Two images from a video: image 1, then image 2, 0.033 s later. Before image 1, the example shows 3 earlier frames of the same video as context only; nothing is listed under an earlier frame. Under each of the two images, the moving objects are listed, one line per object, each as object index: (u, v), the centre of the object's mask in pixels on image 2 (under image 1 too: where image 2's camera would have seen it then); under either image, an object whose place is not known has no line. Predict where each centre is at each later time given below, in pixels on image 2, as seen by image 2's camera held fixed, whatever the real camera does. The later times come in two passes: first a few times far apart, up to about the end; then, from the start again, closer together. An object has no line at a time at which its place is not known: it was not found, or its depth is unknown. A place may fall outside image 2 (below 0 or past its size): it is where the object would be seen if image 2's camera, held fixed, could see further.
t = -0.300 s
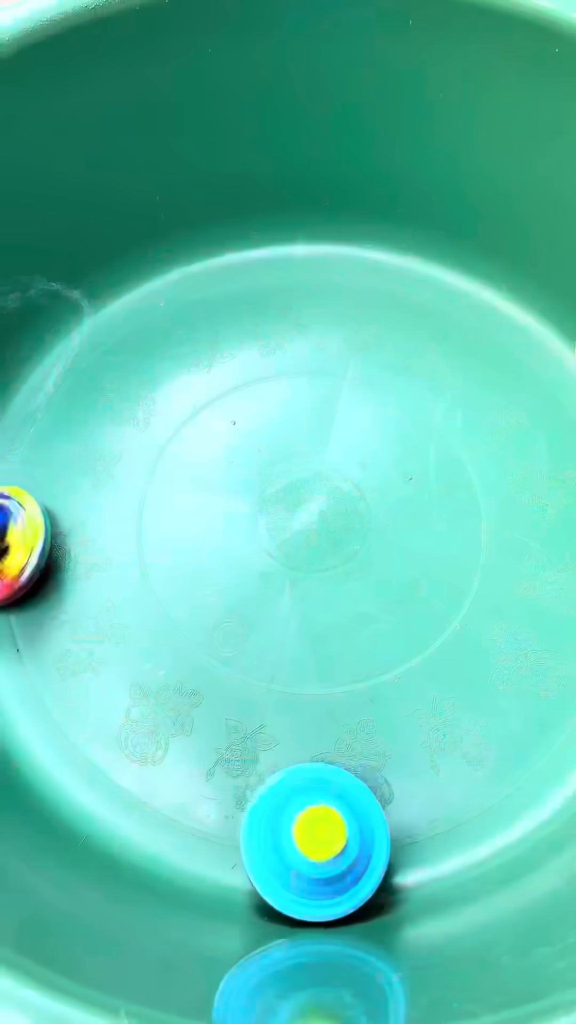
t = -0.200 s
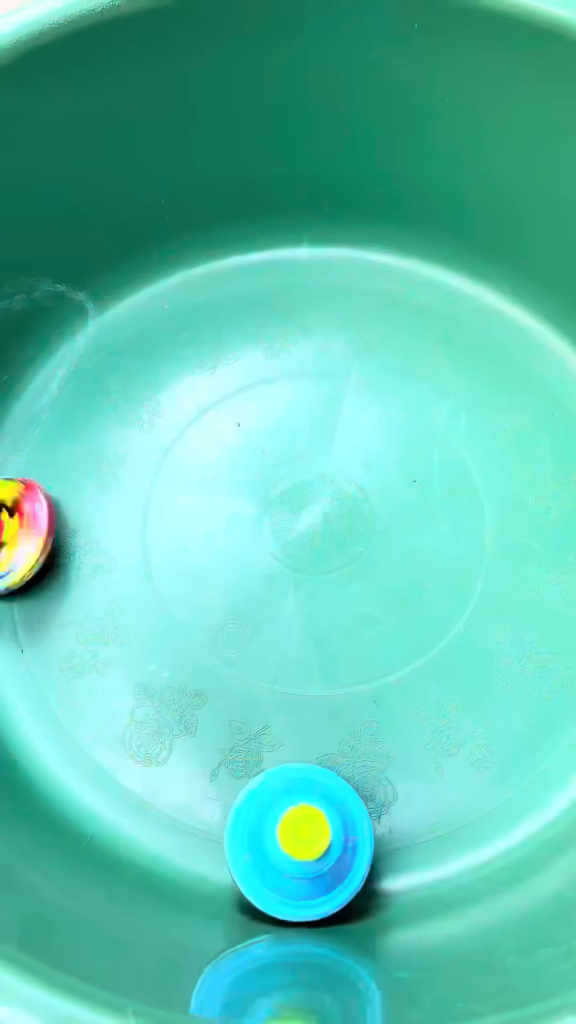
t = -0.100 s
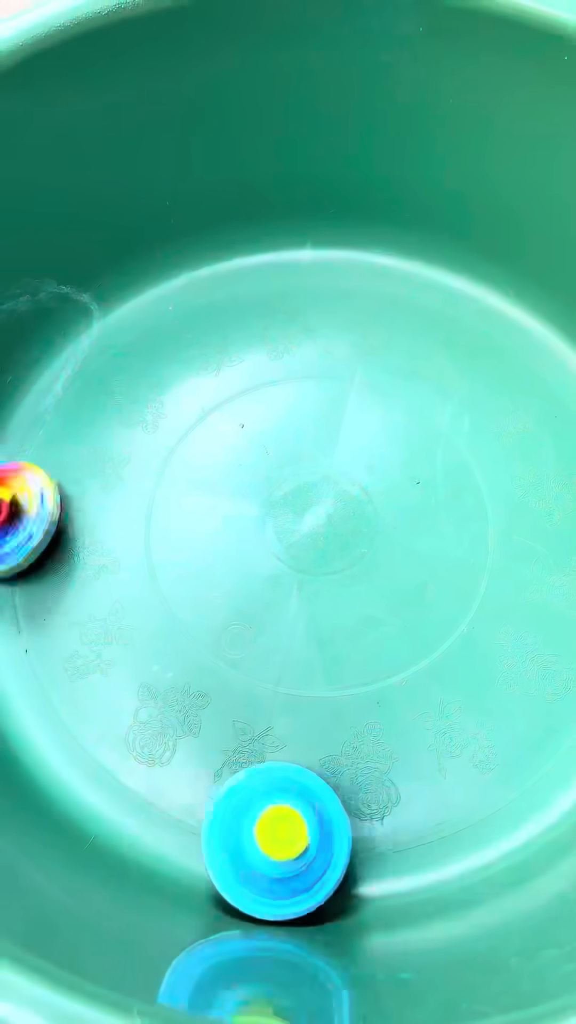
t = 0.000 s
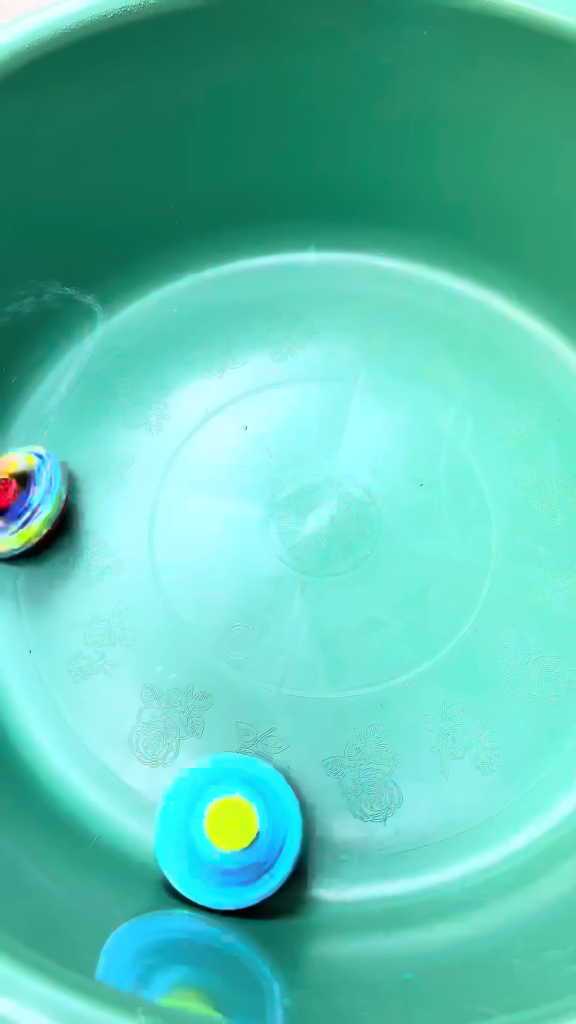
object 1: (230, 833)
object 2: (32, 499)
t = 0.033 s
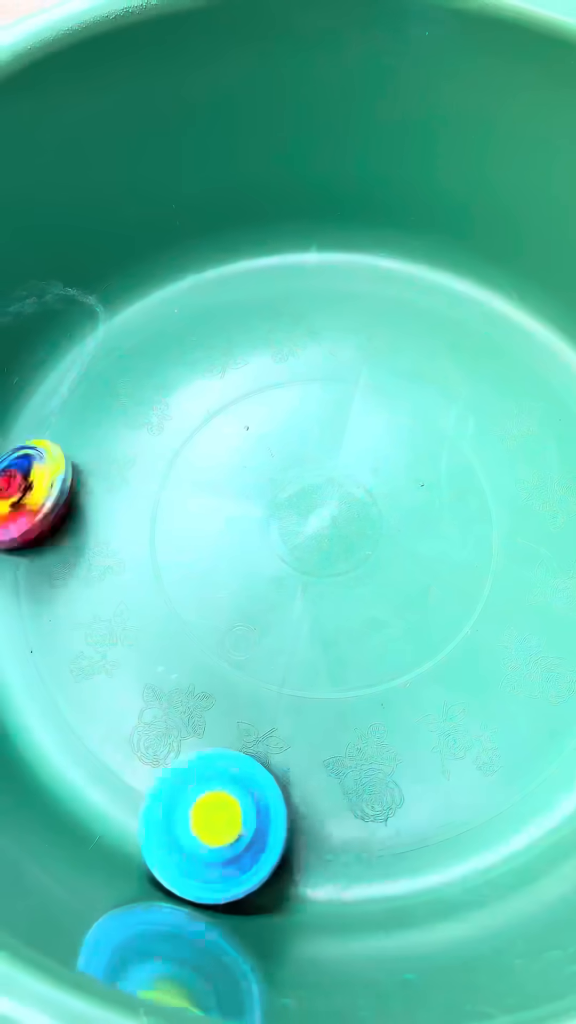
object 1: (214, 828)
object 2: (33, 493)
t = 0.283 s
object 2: (59, 425)
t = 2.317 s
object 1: (234, 270)
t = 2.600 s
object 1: (275, 263)
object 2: (396, 318)
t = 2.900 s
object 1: (310, 261)
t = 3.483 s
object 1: (304, 286)
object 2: (436, 299)
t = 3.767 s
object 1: (225, 308)
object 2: (431, 294)
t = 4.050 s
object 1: (136, 315)
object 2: (431, 294)
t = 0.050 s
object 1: (208, 824)
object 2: (33, 487)
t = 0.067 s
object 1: (199, 819)
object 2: (35, 480)
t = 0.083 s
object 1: (190, 814)
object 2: (37, 477)
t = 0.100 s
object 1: (181, 811)
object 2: (38, 477)
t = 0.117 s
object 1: (173, 809)
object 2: (39, 473)
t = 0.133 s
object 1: (167, 807)
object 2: (40, 471)
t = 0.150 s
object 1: (161, 803)
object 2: (39, 466)
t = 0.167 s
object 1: (159, 798)
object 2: (41, 463)
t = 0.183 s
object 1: (155, 795)
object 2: (42, 459)
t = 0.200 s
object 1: (151, 791)
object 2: (44, 454)
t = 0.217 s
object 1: (145, 790)
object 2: (44, 448)
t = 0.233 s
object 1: (139, 788)
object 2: (48, 444)
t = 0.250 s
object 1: (133, 784)
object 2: (51, 436)
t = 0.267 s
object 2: (54, 431)
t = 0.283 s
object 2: (59, 425)
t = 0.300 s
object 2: (65, 420)
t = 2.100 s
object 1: (211, 279)
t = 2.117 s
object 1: (214, 277)
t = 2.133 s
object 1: (217, 276)
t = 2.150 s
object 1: (221, 274)
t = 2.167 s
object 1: (224, 273)
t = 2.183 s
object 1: (227, 271)
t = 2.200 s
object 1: (229, 271)
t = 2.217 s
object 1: (228, 271)
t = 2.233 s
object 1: (227, 273)
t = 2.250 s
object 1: (227, 273)
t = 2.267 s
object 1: (227, 273)
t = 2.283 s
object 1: (229, 273)
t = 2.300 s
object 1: (231, 272)
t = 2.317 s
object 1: (234, 270)
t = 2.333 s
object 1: (236, 269)
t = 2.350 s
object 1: (238, 270)
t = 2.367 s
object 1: (241, 270)
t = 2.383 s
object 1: (243, 269)
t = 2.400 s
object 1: (245, 268)
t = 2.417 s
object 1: (247, 267)
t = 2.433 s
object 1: (250, 267)
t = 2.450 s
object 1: (253, 267)
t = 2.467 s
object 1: (255, 266)
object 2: (395, 318)
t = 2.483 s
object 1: (258, 266)
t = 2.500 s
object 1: (261, 265)
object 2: (396, 318)
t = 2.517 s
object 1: (263, 264)
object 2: (396, 318)
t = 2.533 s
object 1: (266, 264)
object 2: (396, 318)
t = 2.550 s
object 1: (268, 263)
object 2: (396, 318)
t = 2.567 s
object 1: (270, 264)
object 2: (396, 318)
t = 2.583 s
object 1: (273, 264)
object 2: (396, 318)
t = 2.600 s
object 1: (275, 263)
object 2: (396, 318)
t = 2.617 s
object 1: (278, 262)
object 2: (396, 317)
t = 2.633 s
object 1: (280, 262)
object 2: (396, 317)
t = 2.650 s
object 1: (282, 263)
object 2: (396, 317)
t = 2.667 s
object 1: (285, 263)
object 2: (396, 317)
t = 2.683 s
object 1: (286, 263)
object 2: (396, 317)
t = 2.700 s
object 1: (288, 263)
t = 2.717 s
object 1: (291, 262)
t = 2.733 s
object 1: (293, 261)
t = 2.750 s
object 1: (294, 261)
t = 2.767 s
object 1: (296, 261)
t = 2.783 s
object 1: (298, 261)
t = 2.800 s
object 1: (300, 261)
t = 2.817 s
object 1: (301, 261)
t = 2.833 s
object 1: (303, 261)
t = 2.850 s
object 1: (305, 260)
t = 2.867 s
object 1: (307, 260)
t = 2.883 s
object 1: (308, 261)
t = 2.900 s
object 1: (310, 261)
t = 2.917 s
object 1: (312, 260)
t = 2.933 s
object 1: (313, 260)
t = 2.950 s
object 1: (314, 260)
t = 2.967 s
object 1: (314, 261)
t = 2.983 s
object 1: (314, 261)
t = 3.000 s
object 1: (313, 262)
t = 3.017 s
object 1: (313, 263)
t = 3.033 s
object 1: (313, 263)
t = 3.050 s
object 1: (315, 263)
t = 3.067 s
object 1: (316, 263)
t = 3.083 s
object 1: (317, 263)
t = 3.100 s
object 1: (320, 263)
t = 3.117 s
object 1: (321, 263)
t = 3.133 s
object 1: (322, 263)
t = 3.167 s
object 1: (323, 261)
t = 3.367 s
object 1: (315, 268)
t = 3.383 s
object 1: (312, 273)
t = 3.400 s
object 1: (310, 276)
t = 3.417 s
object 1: (308, 279)
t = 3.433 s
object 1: (307, 281)
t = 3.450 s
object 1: (307, 283)
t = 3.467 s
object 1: (306, 285)
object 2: (436, 300)
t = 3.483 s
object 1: (304, 286)
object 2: (436, 299)
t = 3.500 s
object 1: (302, 290)
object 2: (436, 299)
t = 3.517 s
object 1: (299, 292)
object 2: (435, 298)
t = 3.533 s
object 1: (295, 294)
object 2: (434, 297)
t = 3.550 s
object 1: (290, 296)
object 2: (433, 296)
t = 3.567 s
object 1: (284, 298)
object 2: (432, 295)
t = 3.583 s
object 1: (278, 299)
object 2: (431, 295)
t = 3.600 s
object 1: (274, 301)
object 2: (430, 294)
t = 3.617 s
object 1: (270, 303)
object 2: (430, 294)
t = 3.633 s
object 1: (268, 304)
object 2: (429, 293)
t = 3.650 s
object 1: (265, 306)
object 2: (429, 293)
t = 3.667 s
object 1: (262, 308)
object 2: (429, 293)
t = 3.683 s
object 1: (257, 309)
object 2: (429, 293)
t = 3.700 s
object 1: (251, 309)
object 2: (429, 293)
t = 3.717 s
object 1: (246, 309)
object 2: (429, 294)
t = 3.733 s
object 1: (239, 309)
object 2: (430, 294)
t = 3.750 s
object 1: (231, 308)
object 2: (430, 294)
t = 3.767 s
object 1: (225, 308)
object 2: (431, 294)
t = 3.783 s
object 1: (218, 308)
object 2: (432, 295)
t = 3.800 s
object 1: (211, 307)
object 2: (433, 296)
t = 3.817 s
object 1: (205, 307)
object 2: (434, 296)
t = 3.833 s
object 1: (200, 307)
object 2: (435, 297)
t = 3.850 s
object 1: (193, 306)
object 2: (435, 298)
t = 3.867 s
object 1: (185, 306)
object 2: (436, 298)
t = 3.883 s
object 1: (176, 304)
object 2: (436, 299)
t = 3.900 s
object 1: (168, 303)
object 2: (436, 299)
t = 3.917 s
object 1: (161, 300)
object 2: (436, 298)
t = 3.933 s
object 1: (158, 304)
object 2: (436, 298)
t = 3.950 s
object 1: (155, 309)
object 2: (435, 297)
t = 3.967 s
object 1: (153, 310)
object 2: (434, 296)
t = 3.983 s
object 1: (150, 312)
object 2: (434, 296)
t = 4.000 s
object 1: (147, 313)
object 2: (433, 295)
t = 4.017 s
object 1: (143, 314)
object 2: (432, 295)
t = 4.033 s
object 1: (139, 315)
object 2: (431, 294)
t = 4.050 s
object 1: (136, 315)
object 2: (431, 294)
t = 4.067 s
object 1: (134, 319)
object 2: (431, 294)
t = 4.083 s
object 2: (431, 294)
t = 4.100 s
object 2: (431, 294)
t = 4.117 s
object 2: (431, 295)
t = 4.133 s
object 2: (432, 295)
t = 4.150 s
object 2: (433, 295)
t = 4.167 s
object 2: (433, 296)
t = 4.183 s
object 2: (434, 296)
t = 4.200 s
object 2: (435, 297)
